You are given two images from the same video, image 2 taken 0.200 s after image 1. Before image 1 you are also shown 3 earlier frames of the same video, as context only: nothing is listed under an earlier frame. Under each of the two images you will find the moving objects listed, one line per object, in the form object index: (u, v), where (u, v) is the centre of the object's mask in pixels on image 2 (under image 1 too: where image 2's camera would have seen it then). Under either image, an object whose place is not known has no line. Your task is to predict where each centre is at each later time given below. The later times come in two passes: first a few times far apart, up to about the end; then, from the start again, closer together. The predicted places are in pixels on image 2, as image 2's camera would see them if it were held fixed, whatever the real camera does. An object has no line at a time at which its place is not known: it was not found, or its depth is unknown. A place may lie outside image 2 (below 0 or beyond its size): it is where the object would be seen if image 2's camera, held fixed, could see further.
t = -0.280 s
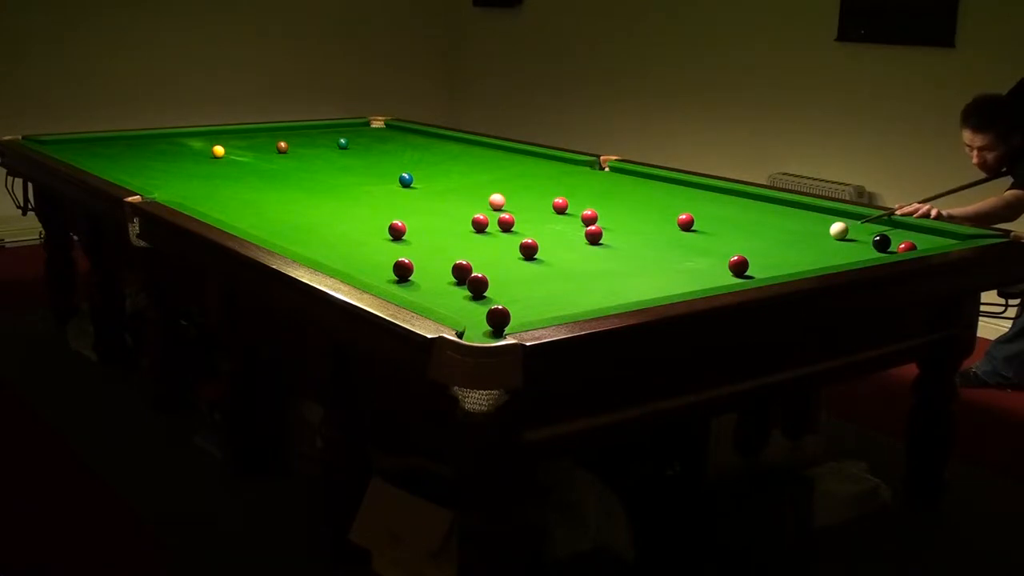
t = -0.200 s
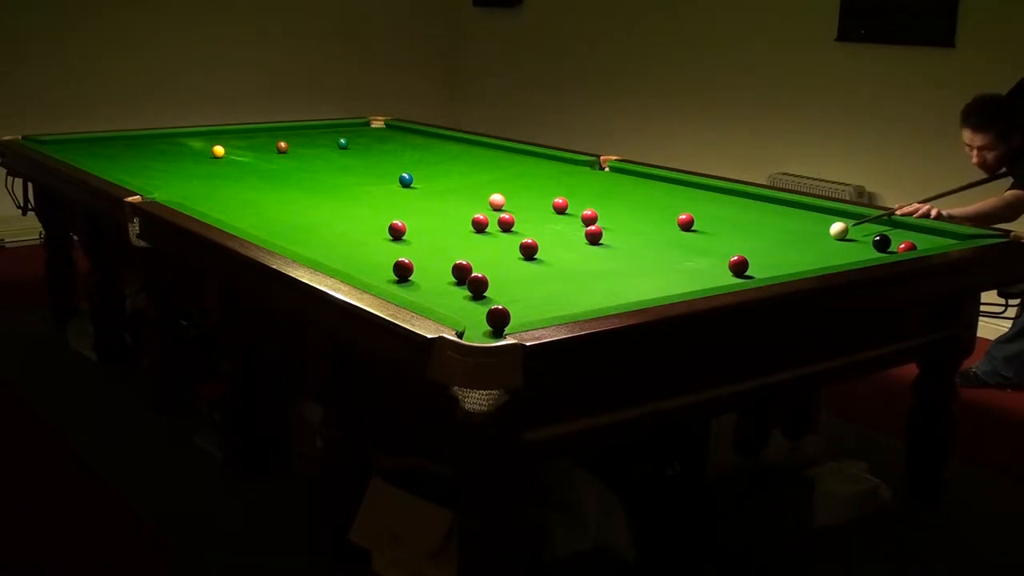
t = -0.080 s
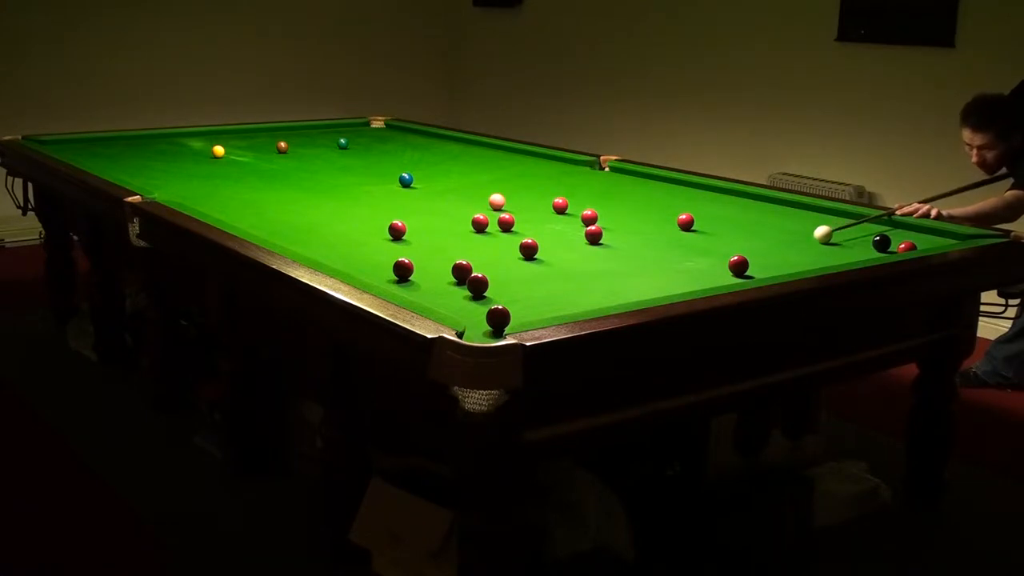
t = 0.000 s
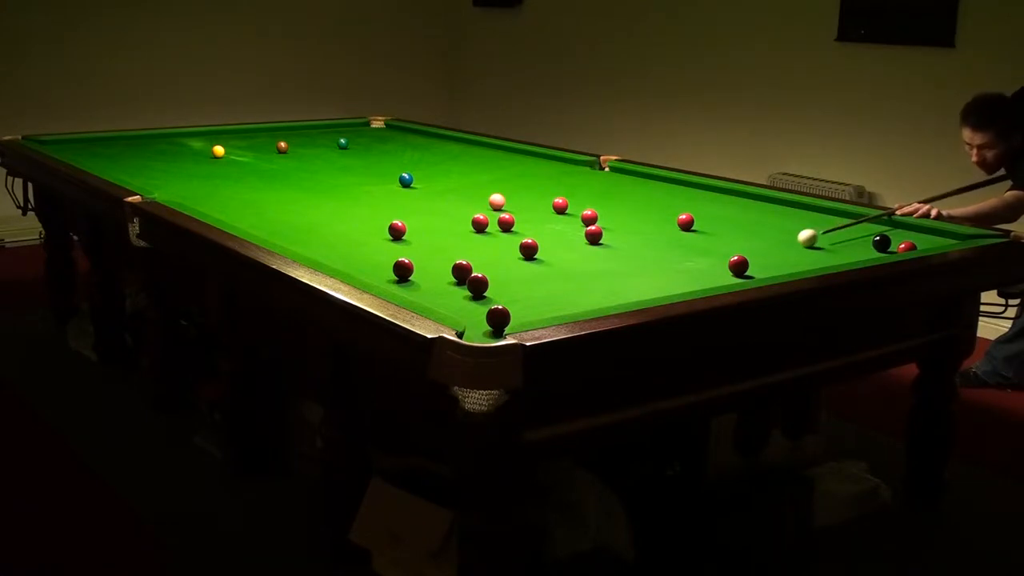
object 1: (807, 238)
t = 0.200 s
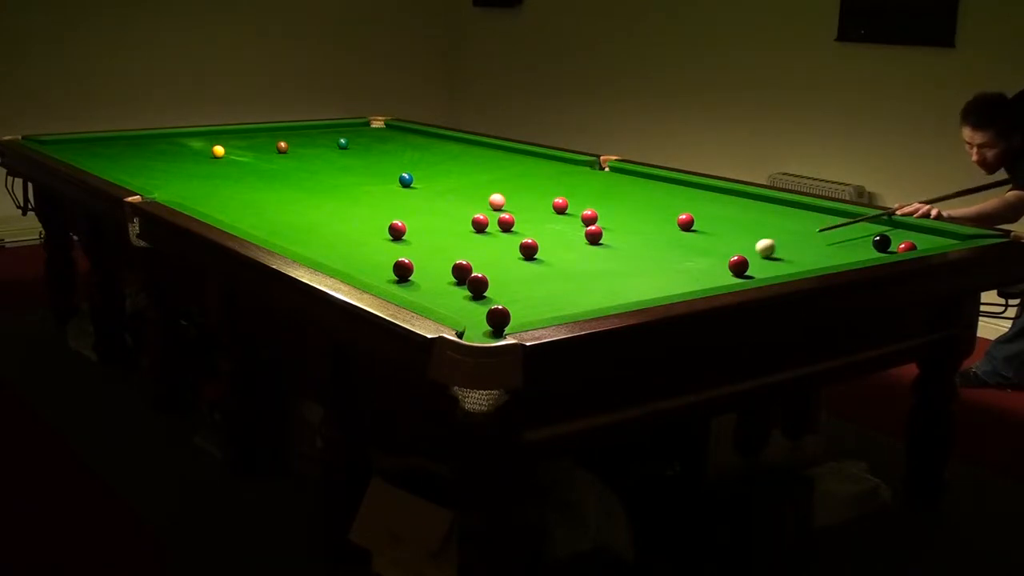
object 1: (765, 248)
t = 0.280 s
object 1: (749, 251)
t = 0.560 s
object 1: (683, 268)
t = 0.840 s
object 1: (611, 285)
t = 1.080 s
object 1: (543, 301)
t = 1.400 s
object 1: (461, 310)
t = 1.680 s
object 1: (460, 304)
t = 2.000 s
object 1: (481, 293)
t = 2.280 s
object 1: (500, 287)
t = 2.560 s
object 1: (517, 285)
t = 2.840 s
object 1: (531, 282)
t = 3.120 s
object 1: (542, 281)
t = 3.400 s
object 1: (550, 279)
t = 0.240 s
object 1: (757, 250)
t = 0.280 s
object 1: (749, 251)
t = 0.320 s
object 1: (739, 251)
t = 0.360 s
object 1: (728, 254)
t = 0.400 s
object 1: (721, 259)
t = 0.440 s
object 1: (711, 261)
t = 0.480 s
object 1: (702, 263)
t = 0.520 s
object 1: (693, 265)
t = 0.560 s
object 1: (683, 268)
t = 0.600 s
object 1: (673, 270)
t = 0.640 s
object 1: (663, 273)
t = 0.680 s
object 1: (653, 275)
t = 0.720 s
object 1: (642, 277)
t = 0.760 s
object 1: (632, 280)
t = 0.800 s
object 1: (621, 283)
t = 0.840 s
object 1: (611, 285)
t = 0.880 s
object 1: (600, 288)
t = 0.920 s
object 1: (589, 290)
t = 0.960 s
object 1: (578, 293)
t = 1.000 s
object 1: (567, 295)
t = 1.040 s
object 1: (555, 299)
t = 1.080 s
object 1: (543, 301)
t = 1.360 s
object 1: (470, 311)
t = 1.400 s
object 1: (461, 310)
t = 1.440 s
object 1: (453, 308)
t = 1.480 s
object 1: (447, 306)
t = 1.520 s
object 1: (449, 306)
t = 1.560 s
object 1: (452, 306)
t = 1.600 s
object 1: (455, 305)
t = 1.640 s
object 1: (457, 305)
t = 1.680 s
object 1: (460, 304)
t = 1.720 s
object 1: (463, 302)
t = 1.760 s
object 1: (466, 301)
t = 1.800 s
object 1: (468, 299)
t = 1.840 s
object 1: (471, 298)
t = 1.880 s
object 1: (474, 297)
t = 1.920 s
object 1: (476, 295)
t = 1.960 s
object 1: (478, 294)
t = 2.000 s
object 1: (481, 293)
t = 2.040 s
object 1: (483, 292)
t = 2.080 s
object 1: (485, 291)
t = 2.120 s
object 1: (488, 290)
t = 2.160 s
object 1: (491, 289)
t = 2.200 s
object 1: (494, 288)
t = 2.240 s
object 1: (497, 288)
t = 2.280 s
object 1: (500, 287)
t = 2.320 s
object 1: (502, 287)
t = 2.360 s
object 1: (505, 287)
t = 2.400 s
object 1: (508, 286)
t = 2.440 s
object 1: (510, 286)
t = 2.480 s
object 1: (512, 285)
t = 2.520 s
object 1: (515, 285)
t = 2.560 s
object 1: (517, 285)
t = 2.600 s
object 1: (519, 284)
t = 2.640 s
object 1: (522, 284)
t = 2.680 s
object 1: (523, 284)
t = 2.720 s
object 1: (525, 283)
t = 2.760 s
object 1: (527, 283)
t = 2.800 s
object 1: (529, 283)
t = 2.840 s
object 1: (531, 282)
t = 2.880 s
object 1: (533, 282)
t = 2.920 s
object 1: (535, 282)
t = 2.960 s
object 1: (536, 282)
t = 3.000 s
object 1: (538, 281)
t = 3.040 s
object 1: (539, 281)
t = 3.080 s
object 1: (540, 281)
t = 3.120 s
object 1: (542, 281)
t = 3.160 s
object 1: (543, 281)
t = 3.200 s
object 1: (544, 280)
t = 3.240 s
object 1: (546, 280)
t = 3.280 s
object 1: (547, 280)
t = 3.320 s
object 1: (548, 280)
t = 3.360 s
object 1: (549, 280)
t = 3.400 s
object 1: (550, 279)
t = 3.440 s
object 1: (551, 279)
